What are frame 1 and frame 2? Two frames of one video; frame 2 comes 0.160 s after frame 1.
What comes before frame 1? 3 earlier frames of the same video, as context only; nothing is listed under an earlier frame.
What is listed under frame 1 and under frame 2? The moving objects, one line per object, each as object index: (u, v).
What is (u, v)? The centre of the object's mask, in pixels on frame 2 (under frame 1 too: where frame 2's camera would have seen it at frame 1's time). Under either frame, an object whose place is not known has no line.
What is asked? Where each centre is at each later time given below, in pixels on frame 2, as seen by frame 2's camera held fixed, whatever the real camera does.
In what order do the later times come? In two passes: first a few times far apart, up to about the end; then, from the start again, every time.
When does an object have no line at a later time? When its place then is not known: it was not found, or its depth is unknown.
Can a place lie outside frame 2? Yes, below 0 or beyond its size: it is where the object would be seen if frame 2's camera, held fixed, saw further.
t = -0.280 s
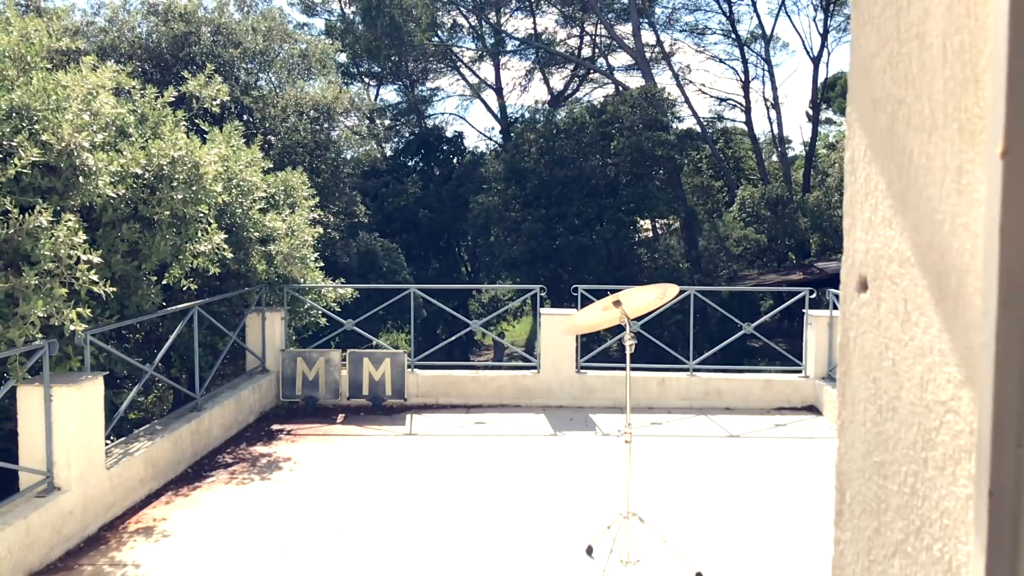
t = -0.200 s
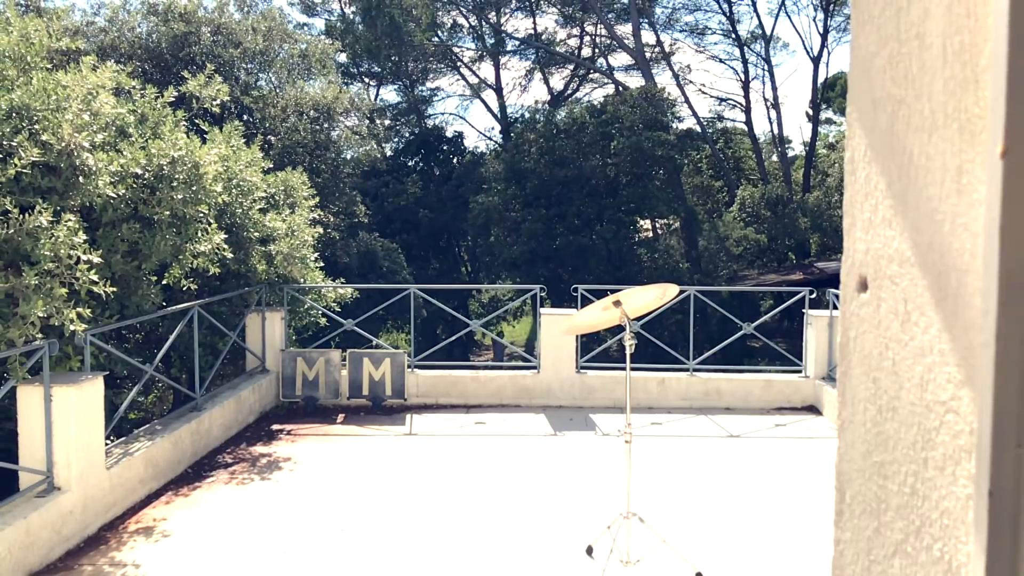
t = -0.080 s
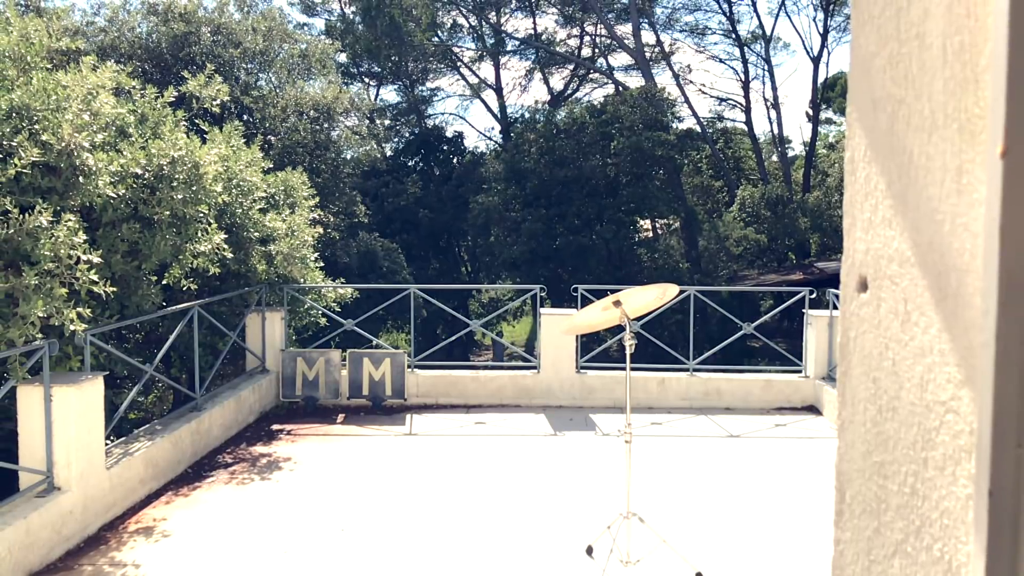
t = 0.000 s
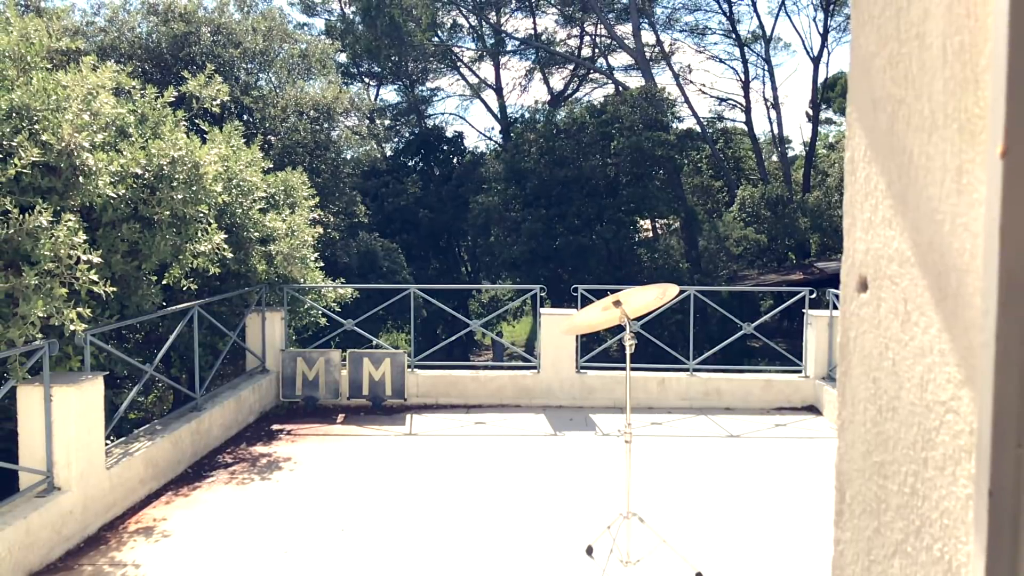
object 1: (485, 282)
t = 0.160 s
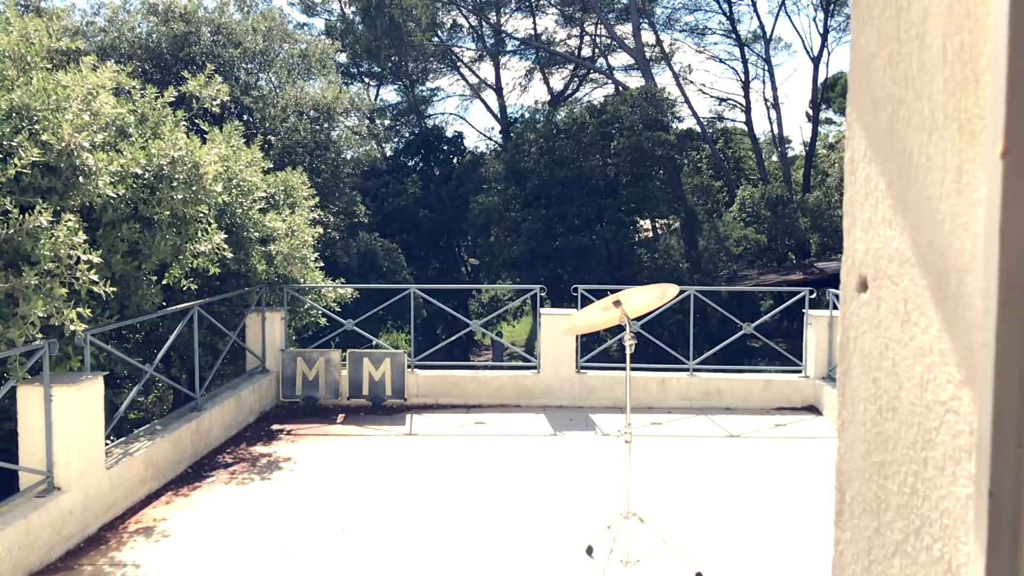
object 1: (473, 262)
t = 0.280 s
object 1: (464, 246)
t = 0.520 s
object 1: (445, 217)
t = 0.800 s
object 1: (428, 191)
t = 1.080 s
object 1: (420, 180)
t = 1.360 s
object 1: (419, 178)
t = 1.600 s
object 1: (419, 179)
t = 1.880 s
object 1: (422, 182)
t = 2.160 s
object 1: (426, 188)
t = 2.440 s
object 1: (436, 199)
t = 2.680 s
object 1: (447, 212)
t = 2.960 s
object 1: (465, 231)
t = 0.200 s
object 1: (470, 256)
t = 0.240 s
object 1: (467, 251)
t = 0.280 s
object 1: (464, 246)
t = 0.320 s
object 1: (461, 241)
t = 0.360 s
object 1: (457, 235)
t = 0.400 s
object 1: (454, 230)
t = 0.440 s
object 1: (451, 226)
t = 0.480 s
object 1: (448, 222)
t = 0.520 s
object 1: (445, 217)
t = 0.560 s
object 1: (441, 212)
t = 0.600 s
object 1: (439, 209)
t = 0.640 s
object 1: (436, 204)
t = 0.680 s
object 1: (434, 200)
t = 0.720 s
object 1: (432, 197)
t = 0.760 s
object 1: (430, 194)
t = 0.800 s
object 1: (428, 191)
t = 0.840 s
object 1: (426, 188)
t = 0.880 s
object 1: (424, 185)
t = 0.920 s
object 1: (423, 184)
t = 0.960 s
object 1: (423, 183)
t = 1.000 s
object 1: (422, 181)
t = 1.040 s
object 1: (421, 181)
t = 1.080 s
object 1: (420, 180)
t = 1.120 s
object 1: (420, 179)
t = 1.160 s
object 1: (420, 179)
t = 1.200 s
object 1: (419, 179)
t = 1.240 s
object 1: (419, 178)
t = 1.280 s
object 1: (419, 178)
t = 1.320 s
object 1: (419, 178)
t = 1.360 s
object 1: (419, 178)
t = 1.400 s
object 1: (419, 178)
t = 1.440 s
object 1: (419, 178)
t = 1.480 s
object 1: (419, 178)
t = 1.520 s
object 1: (419, 178)
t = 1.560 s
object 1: (419, 178)
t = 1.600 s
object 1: (419, 179)
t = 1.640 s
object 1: (419, 179)
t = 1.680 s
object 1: (420, 179)
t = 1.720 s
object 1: (420, 180)
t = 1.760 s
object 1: (420, 180)
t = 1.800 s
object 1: (421, 181)
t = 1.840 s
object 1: (421, 181)
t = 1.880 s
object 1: (422, 182)
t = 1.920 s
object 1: (422, 182)
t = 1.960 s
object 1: (423, 183)
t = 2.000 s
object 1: (424, 184)
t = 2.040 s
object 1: (424, 185)
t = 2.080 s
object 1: (425, 186)
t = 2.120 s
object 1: (426, 187)
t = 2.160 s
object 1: (426, 188)
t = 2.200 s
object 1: (428, 190)
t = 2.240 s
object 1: (429, 191)
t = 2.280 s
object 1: (430, 192)
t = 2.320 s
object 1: (431, 193)
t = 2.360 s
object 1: (432, 195)
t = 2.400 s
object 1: (435, 198)
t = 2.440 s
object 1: (436, 199)
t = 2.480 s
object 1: (437, 201)
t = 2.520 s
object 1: (439, 202)
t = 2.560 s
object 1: (440, 204)
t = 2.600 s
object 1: (443, 207)
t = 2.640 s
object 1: (445, 209)
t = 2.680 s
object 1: (447, 212)
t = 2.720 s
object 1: (449, 214)
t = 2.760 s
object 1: (451, 216)
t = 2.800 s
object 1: (455, 221)
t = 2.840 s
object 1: (457, 223)
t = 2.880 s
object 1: (460, 226)
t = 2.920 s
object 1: (462, 228)
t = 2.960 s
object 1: (465, 231)
